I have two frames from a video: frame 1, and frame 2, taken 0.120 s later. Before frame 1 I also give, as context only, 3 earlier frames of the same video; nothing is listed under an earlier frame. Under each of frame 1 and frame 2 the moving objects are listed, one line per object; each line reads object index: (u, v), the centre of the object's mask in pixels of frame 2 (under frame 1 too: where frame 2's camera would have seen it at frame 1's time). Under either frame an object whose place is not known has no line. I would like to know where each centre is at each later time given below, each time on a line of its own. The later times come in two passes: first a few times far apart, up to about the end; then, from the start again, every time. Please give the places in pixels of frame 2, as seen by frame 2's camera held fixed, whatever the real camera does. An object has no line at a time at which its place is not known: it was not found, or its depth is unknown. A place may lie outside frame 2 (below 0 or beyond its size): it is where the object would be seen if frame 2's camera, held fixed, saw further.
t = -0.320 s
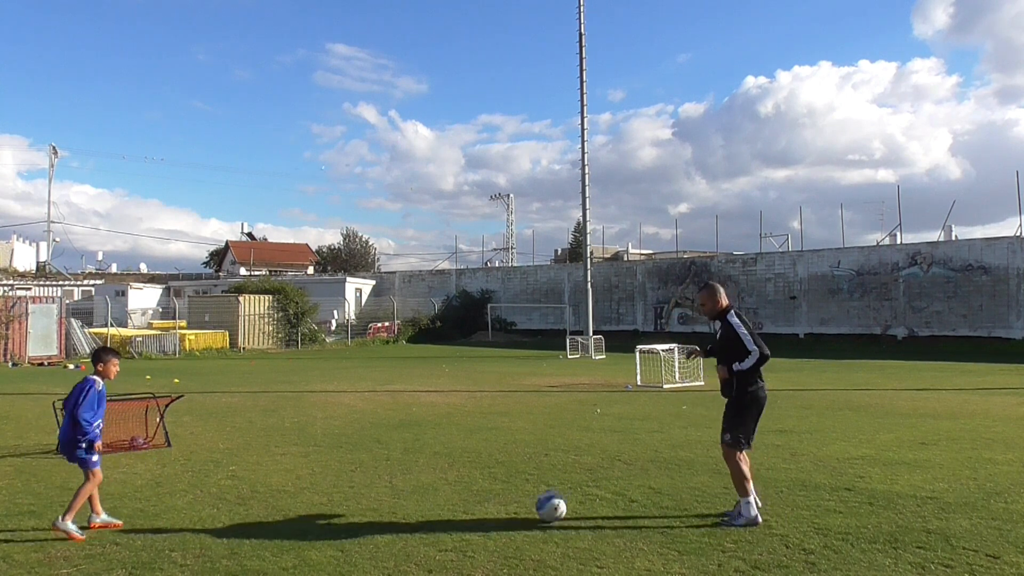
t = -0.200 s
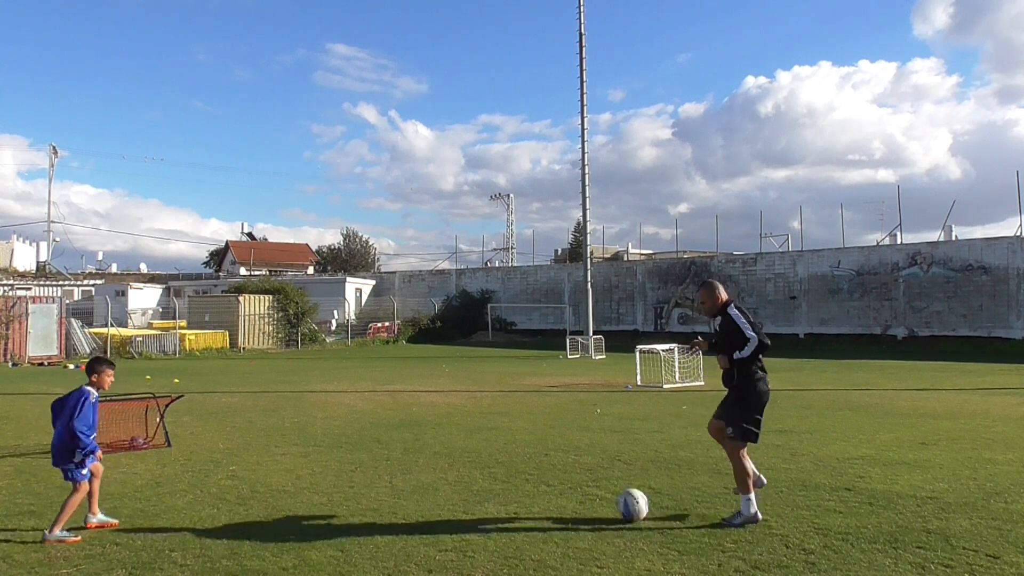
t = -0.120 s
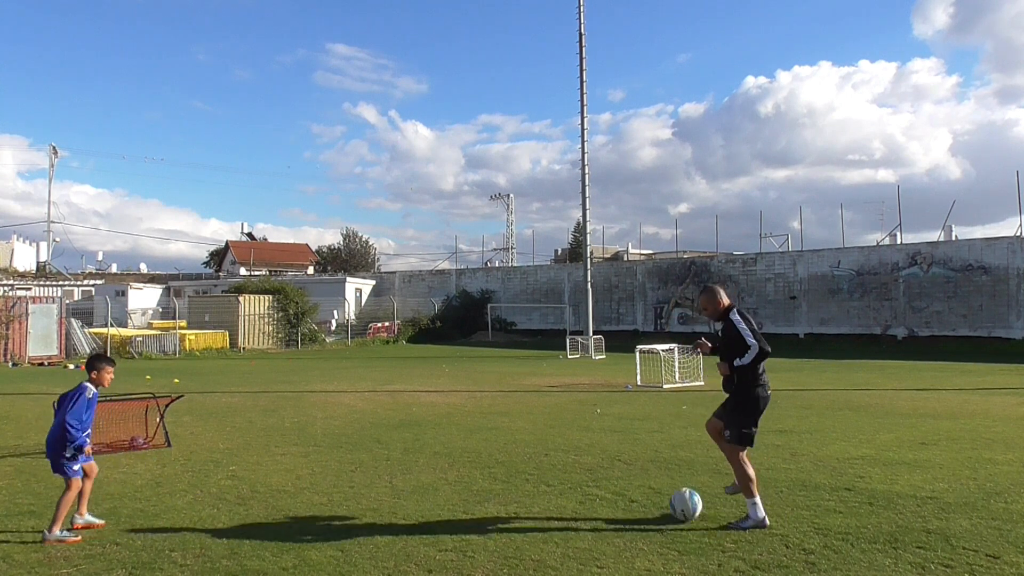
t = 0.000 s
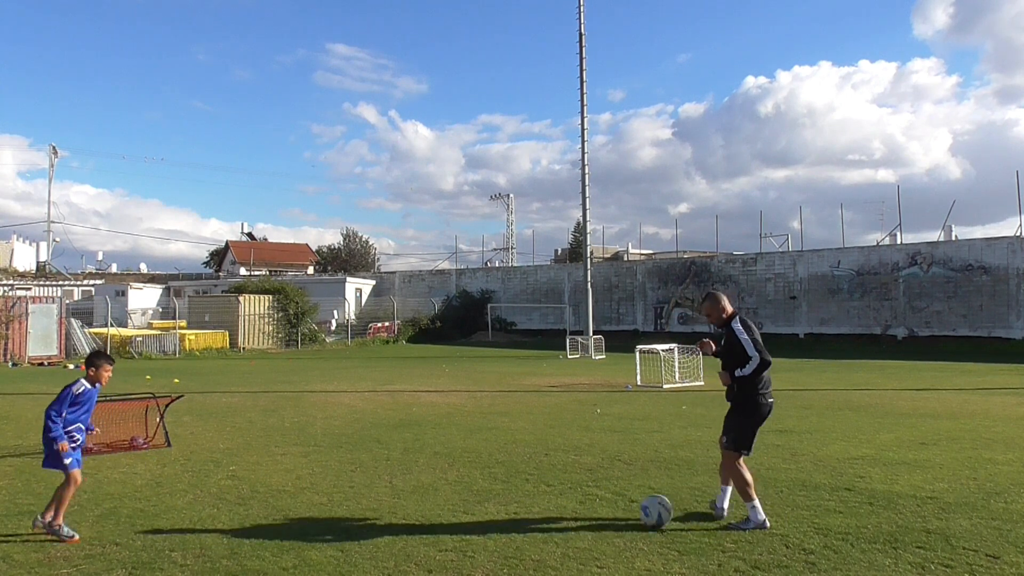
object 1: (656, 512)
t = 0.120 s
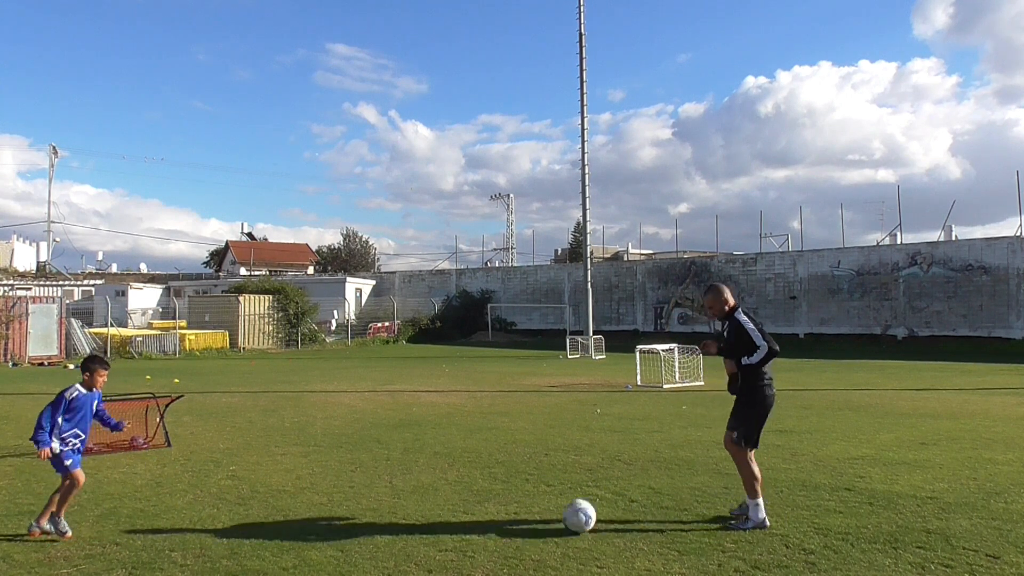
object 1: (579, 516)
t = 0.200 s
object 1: (533, 521)
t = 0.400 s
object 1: (439, 531)
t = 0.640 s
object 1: (351, 540)
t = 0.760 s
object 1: (309, 544)
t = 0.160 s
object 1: (554, 521)
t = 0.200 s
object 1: (533, 521)
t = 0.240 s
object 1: (512, 522)
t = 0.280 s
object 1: (491, 525)
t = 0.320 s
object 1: (472, 527)
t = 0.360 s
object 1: (456, 529)
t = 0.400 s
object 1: (439, 531)
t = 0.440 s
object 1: (424, 533)
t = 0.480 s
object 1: (409, 534)
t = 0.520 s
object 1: (395, 536)
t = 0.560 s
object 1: (381, 537)
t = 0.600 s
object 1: (366, 538)
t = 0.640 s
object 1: (351, 540)
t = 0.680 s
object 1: (337, 541)
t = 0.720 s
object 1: (324, 542)
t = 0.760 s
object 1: (309, 544)
